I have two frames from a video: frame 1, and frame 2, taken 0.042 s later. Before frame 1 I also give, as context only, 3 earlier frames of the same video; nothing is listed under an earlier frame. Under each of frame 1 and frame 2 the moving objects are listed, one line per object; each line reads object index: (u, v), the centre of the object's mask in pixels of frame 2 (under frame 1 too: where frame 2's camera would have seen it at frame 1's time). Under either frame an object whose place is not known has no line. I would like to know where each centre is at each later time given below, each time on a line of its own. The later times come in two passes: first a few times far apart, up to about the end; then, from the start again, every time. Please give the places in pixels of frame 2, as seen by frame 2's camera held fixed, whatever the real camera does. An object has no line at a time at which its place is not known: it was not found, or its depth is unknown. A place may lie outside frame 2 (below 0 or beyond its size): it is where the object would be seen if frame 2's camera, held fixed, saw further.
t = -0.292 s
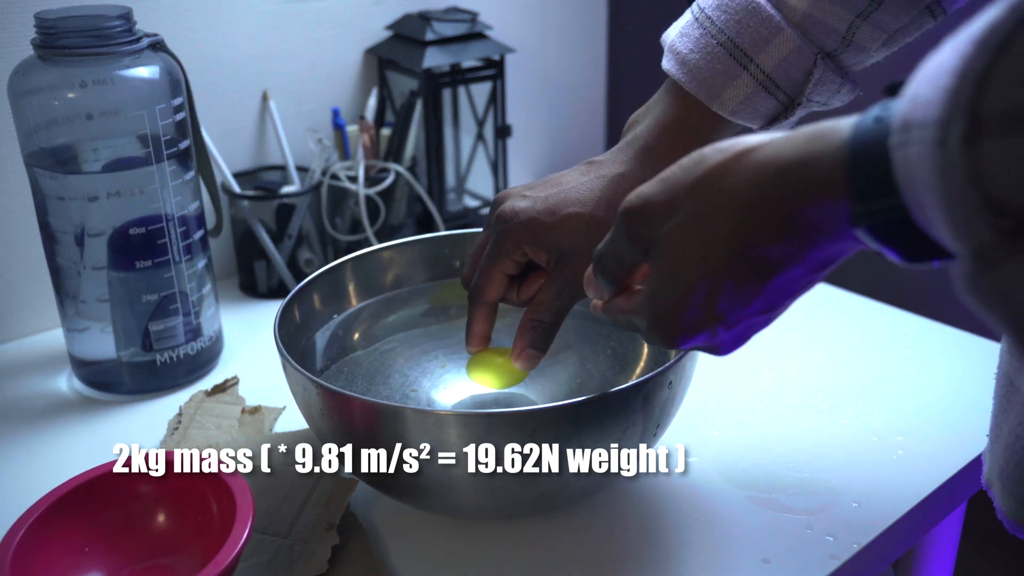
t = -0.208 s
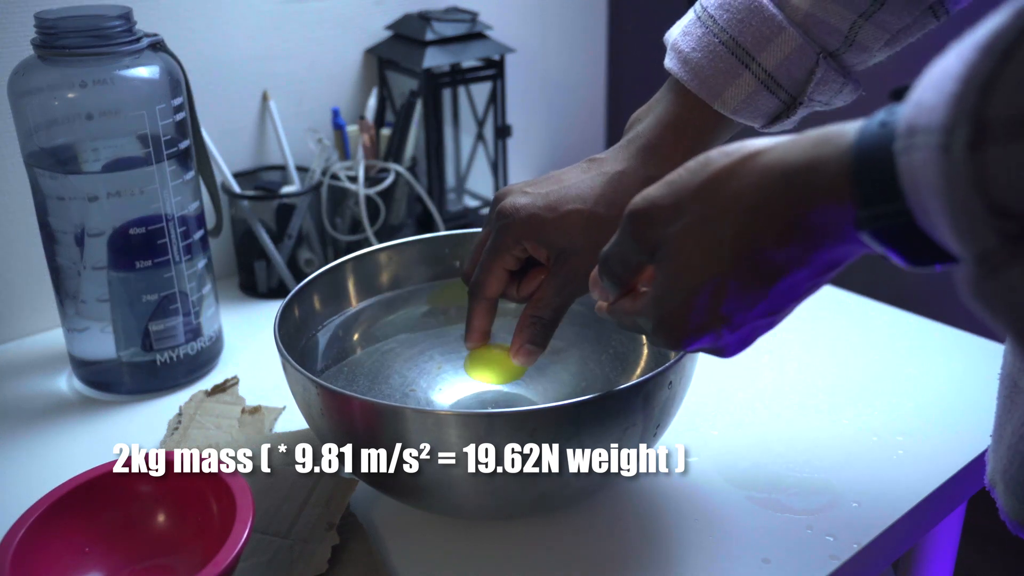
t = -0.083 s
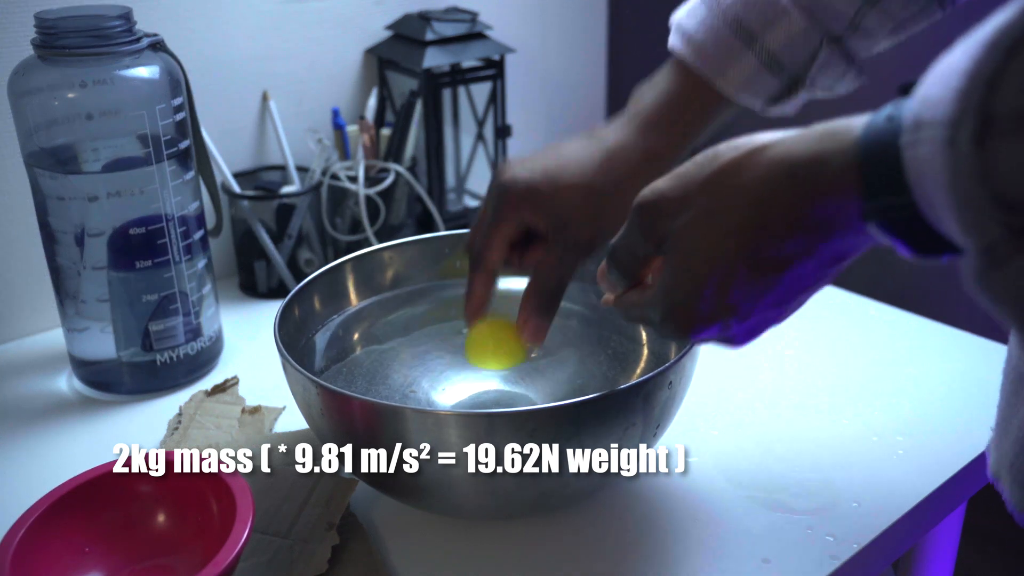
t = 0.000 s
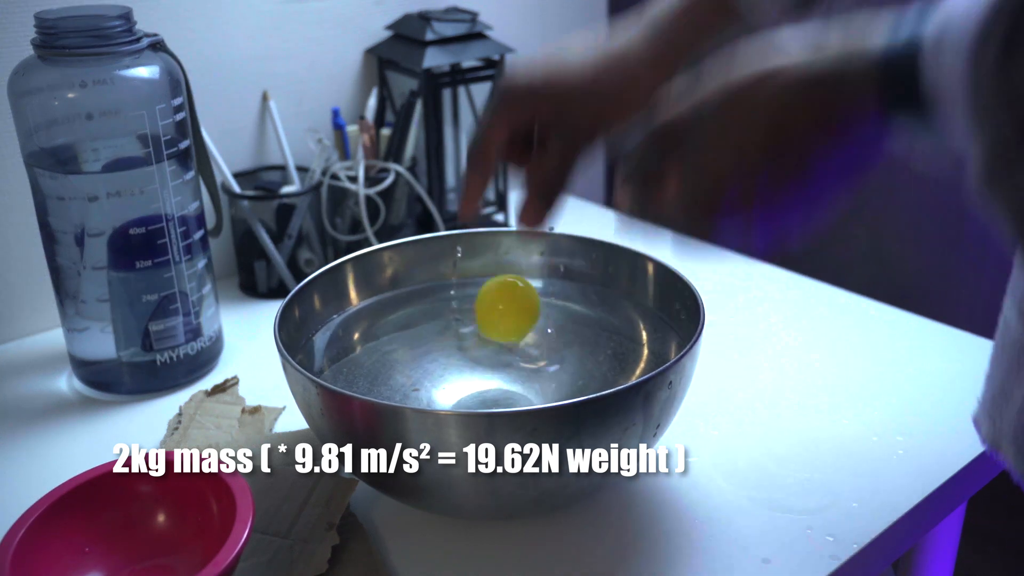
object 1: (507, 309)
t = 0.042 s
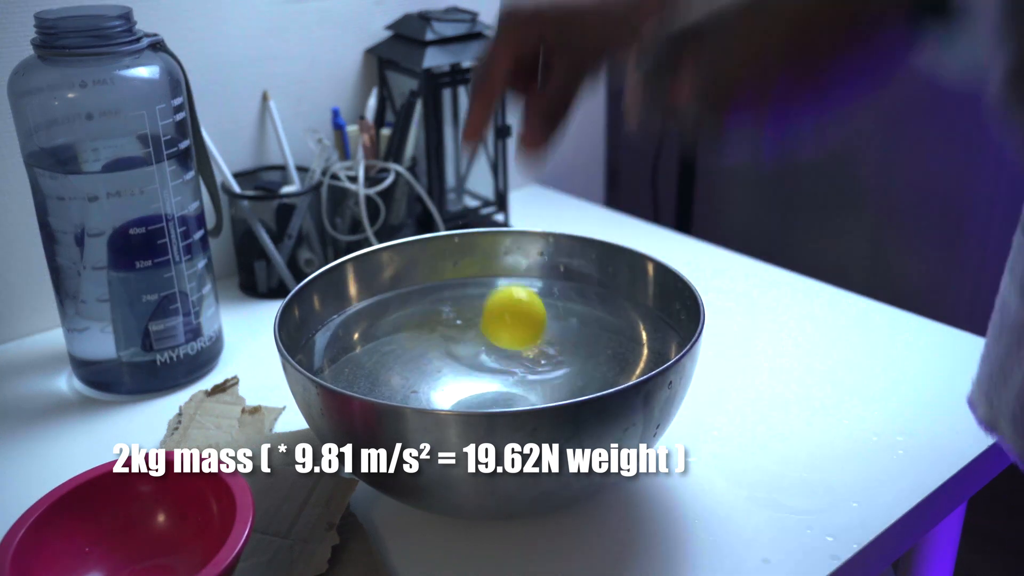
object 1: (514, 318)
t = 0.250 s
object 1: (528, 321)
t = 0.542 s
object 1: (533, 325)
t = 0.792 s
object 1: (536, 321)
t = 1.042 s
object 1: (540, 323)
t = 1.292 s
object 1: (542, 319)
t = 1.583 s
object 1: (547, 321)
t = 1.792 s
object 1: (546, 317)
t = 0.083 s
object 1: (519, 330)
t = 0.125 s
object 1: (524, 339)
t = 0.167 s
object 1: (527, 337)
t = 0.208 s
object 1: (527, 327)
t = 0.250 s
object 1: (528, 321)
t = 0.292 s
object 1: (529, 323)
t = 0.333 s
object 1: (530, 328)
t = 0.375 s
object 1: (531, 330)
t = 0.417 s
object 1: (531, 328)
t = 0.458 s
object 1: (532, 325)
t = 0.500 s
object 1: (532, 324)
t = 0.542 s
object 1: (533, 325)
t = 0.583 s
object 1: (534, 327)
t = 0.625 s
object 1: (536, 327)
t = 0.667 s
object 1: (536, 325)
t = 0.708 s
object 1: (537, 322)
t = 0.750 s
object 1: (536, 321)
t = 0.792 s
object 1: (536, 321)
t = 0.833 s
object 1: (536, 322)
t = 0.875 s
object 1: (538, 324)
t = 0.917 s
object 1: (538, 323)
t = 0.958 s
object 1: (539, 321)
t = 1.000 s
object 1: (539, 321)
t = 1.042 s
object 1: (540, 323)
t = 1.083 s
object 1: (540, 325)
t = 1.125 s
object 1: (540, 325)
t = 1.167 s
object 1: (539, 323)
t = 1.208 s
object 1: (539, 319)
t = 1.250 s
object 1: (540, 318)
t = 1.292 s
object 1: (542, 319)
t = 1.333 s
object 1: (543, 322)
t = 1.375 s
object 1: (543, 323)
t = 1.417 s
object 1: (543, 323)
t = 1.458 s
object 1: (543, 321)
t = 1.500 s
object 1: (543, 319)
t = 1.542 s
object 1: (545, 318)
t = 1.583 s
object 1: (547, 321)
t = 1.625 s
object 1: (548, 322)
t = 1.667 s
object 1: (547, 321)
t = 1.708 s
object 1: (547, 319)
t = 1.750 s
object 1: (546, 318)
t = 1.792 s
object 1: (546, 317)
